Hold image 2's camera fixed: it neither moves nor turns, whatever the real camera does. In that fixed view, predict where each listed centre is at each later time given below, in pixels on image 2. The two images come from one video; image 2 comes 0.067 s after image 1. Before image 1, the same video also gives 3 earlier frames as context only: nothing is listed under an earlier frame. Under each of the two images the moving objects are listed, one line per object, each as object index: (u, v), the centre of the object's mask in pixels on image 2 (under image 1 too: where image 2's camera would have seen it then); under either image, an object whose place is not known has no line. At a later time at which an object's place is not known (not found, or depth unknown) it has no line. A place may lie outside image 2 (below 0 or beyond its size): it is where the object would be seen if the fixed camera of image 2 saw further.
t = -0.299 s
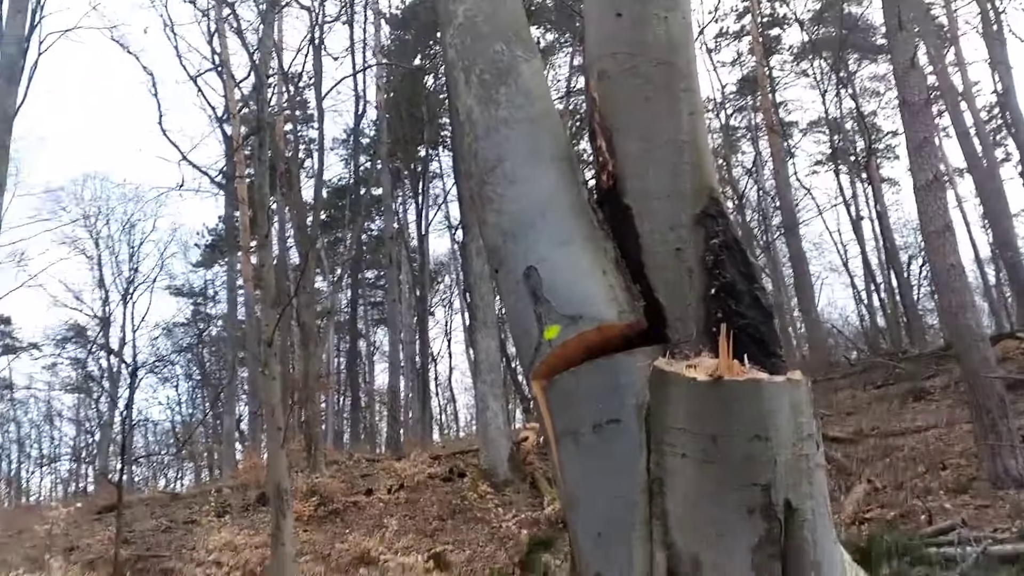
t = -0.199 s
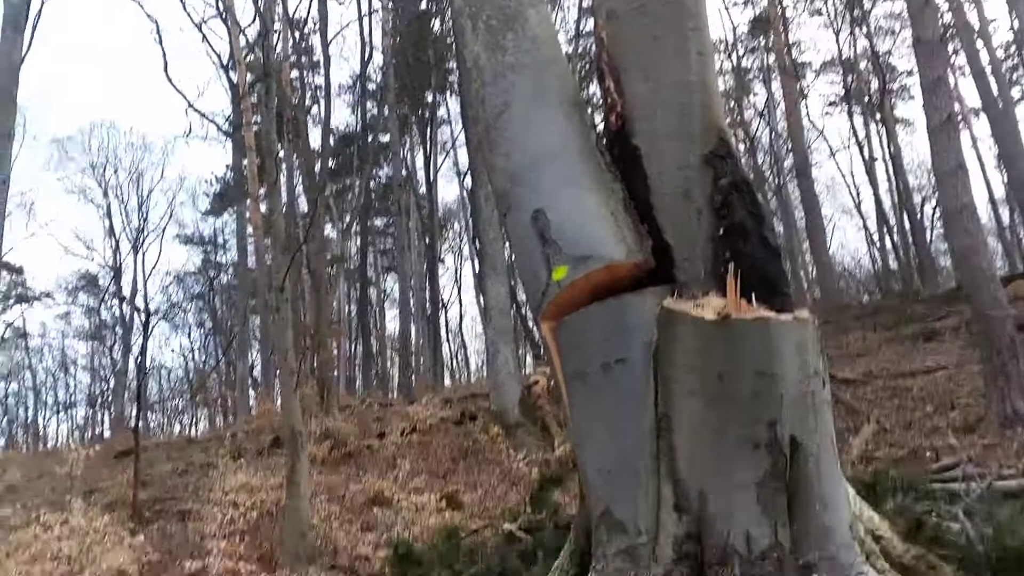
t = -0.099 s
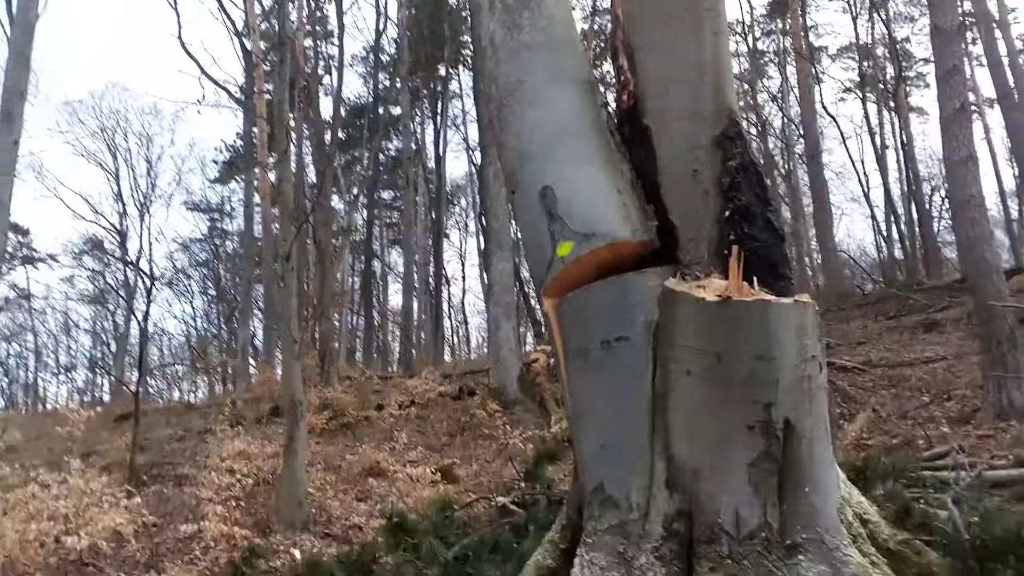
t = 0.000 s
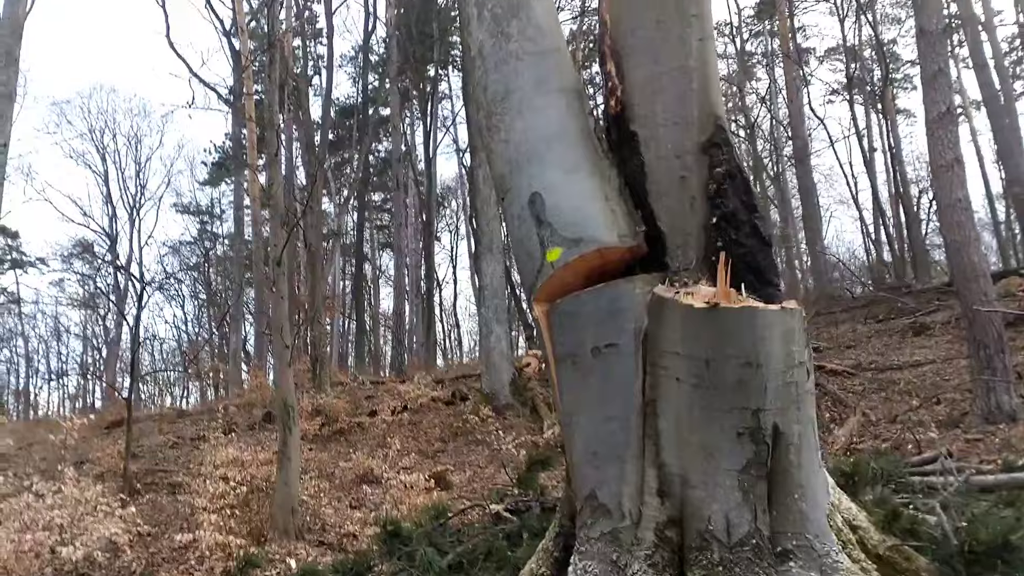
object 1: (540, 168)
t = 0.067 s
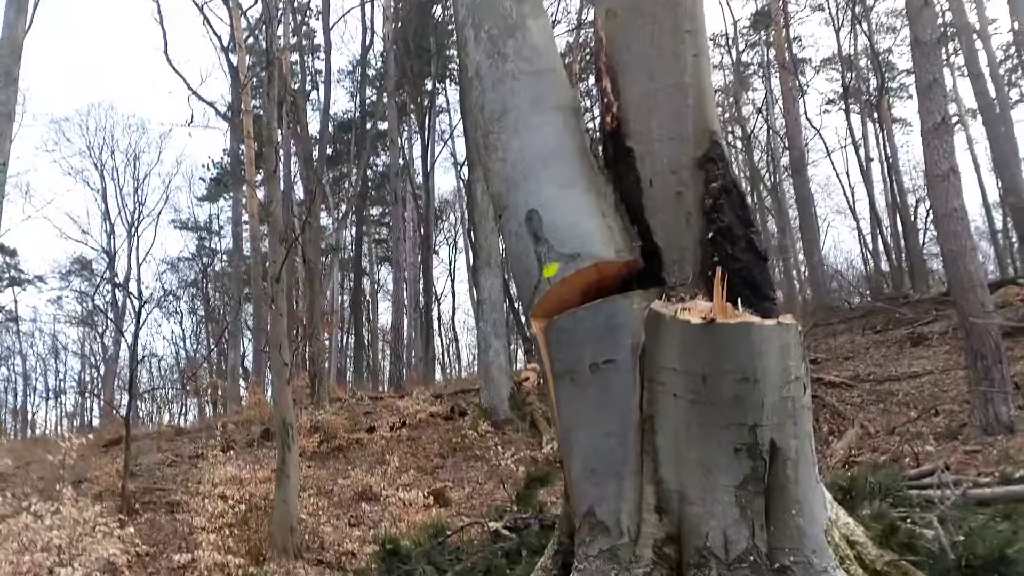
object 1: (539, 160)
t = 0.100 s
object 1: (537, 154)
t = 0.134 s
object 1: (534, 150)
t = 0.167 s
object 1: (534, 148)
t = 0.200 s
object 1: (533, 144)
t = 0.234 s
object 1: (532, 139)
